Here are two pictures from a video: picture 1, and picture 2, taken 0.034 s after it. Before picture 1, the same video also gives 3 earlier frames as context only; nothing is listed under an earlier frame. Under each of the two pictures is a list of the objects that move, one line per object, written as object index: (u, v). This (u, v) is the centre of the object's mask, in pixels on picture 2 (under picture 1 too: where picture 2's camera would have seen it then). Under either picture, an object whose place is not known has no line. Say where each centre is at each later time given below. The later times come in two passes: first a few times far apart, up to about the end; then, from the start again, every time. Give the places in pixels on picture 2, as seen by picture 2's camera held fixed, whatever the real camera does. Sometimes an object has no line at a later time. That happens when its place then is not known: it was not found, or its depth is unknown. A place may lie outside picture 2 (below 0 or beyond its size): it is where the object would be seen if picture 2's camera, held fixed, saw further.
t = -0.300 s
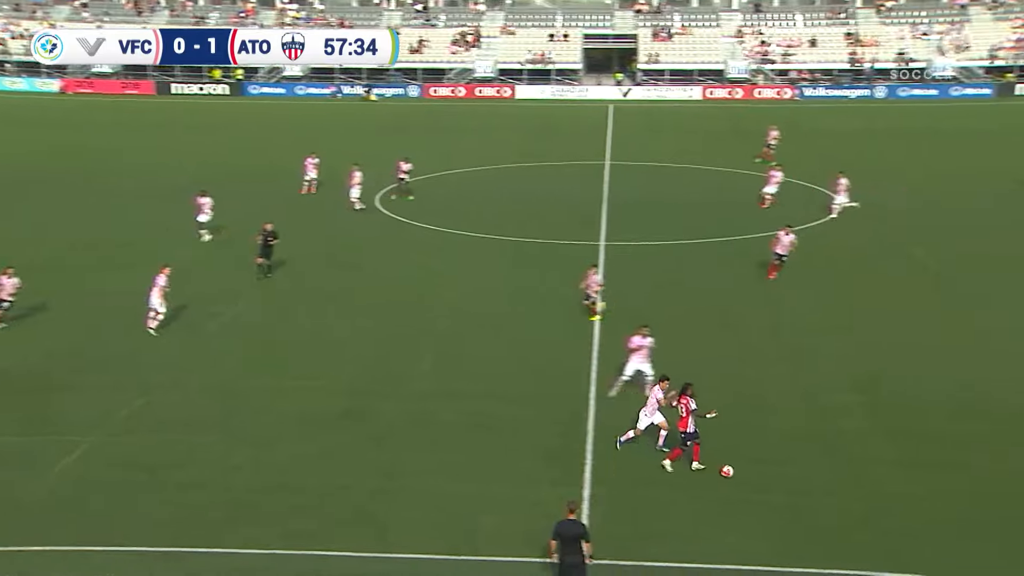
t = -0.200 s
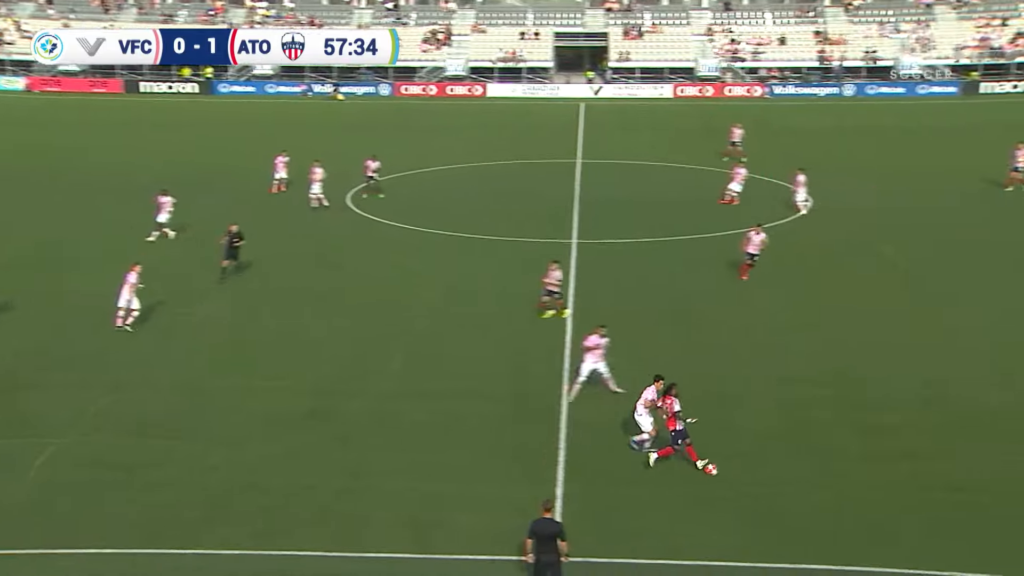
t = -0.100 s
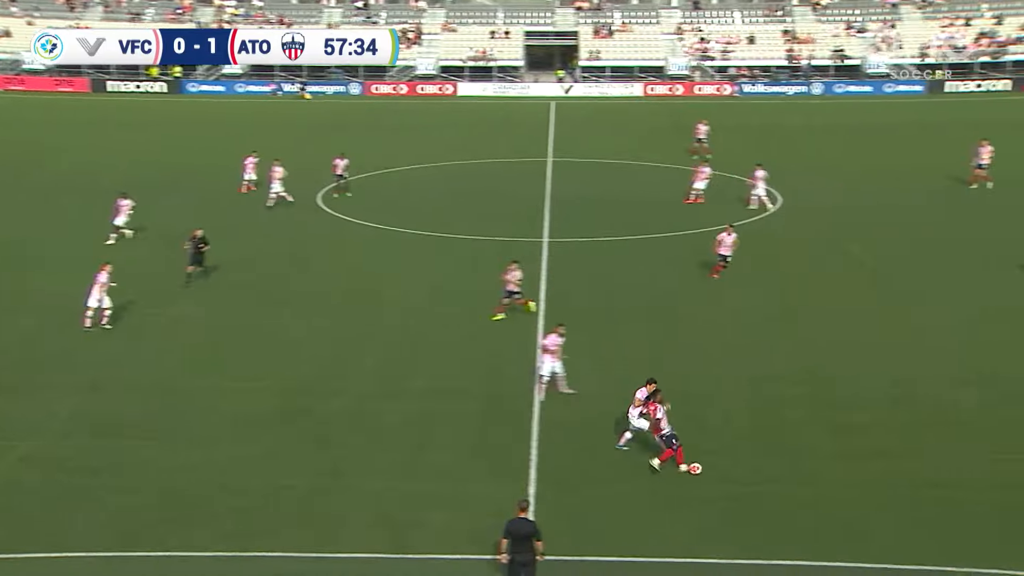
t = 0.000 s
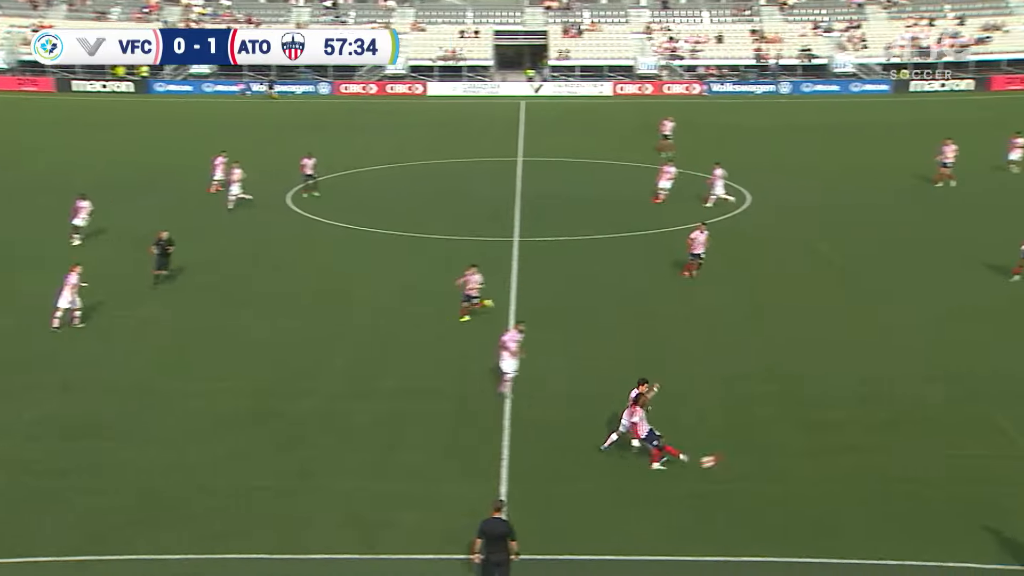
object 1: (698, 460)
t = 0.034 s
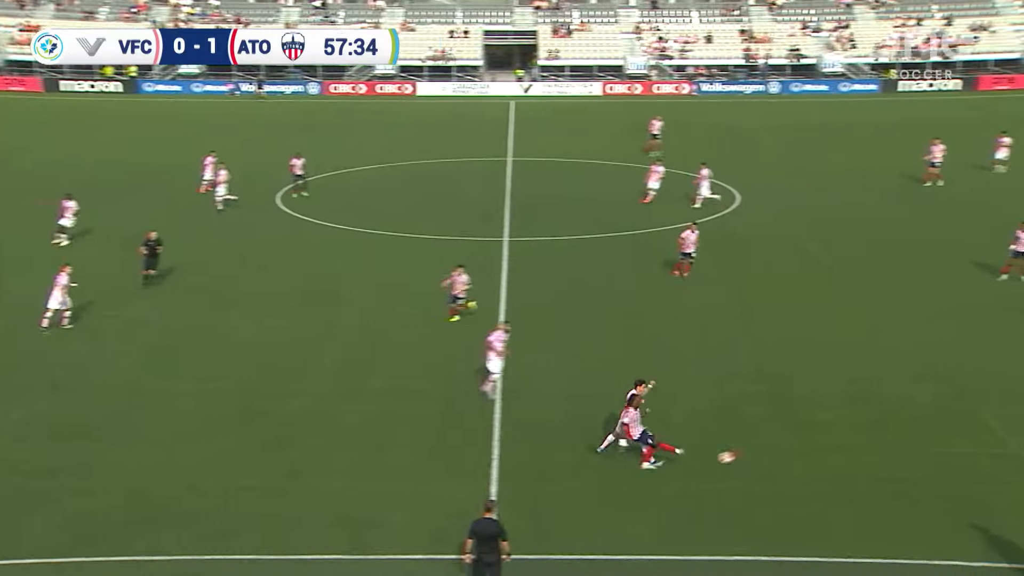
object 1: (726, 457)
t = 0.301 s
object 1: (924, 439)
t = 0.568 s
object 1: (1066, 422)
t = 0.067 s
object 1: (754, 455)
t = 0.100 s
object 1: (782, 453)
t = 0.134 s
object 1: (808, 452)
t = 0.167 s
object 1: (833, 448)
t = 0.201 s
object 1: (856, 445)
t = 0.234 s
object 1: (879, 442)
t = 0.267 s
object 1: (902, 440)
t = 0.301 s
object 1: (924, 439)
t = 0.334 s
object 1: (945, 436)
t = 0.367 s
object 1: (964, 433)
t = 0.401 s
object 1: (982, 431)
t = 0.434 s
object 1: (1002, 430)
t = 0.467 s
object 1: (1019, 429)
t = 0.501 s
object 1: (1036, 427)
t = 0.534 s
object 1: (1051, 424)
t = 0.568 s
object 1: (1066, 422)
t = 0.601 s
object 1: (1082, 422)
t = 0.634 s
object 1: (1096, 421)
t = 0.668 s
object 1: (1110, 420)
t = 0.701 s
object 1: (1125, 418)
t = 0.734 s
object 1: (1139, 417)
